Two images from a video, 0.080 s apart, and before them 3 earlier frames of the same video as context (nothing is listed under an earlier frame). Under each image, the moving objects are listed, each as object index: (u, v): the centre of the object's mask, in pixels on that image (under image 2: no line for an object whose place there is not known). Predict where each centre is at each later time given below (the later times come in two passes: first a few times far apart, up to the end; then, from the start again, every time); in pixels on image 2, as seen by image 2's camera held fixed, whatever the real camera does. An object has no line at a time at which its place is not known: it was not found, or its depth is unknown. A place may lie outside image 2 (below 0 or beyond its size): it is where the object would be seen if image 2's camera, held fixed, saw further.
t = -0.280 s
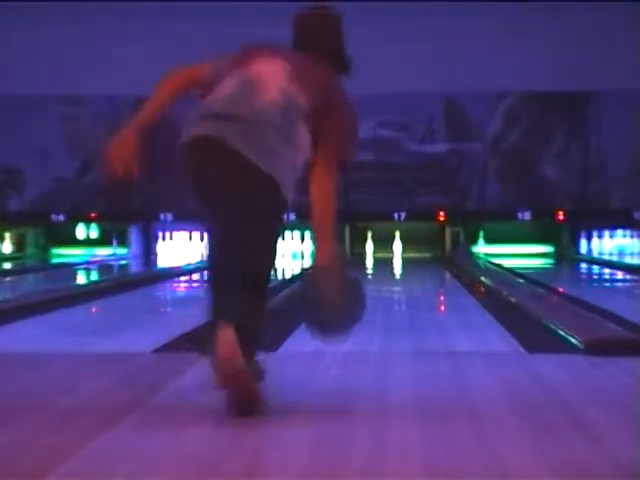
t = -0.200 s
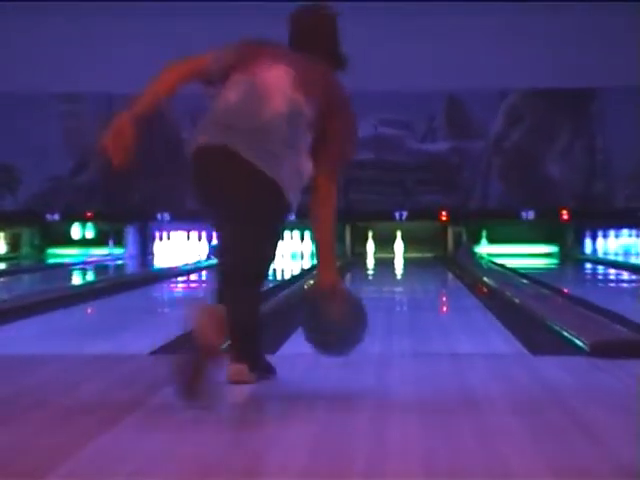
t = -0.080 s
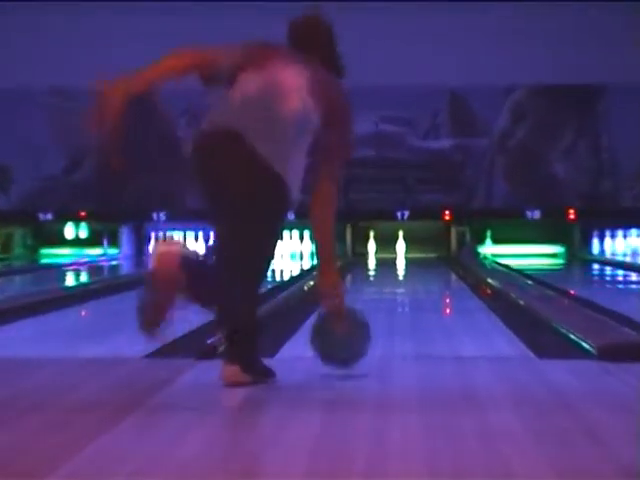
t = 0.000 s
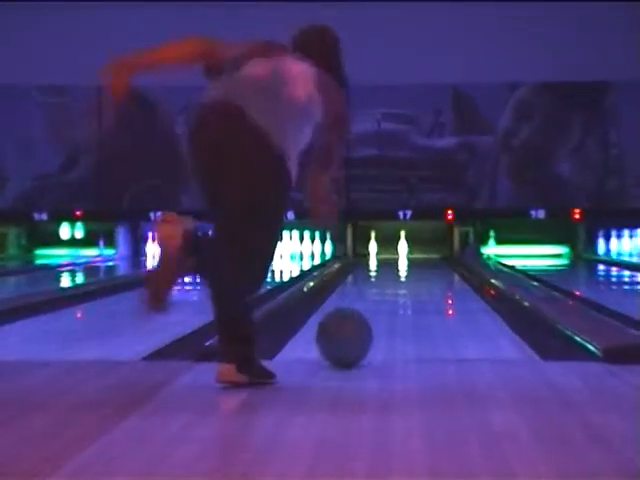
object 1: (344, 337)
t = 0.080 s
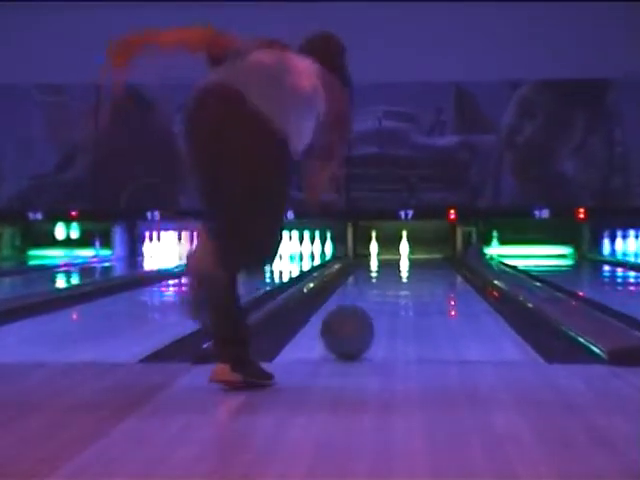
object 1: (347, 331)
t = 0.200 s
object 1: (351, 322)
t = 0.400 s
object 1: (355, 310)
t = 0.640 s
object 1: (359, 298)
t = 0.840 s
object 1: (362, 290)
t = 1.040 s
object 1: (365, 284)
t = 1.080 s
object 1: (365, 283)
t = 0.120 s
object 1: (349, 328)
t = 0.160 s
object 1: (350, 324)
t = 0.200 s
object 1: (351, 322)
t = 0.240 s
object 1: (352, 319)
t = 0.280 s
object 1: (353, 316)
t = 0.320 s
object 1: (353, 314)
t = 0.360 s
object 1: (354, 312)
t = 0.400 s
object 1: (355, 310)
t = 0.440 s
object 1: (356, 306)
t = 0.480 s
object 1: (356, 304)
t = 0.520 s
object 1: (358, 302)
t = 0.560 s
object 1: (358, 301)
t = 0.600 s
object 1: (359, 299)
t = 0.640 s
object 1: (359, 298)
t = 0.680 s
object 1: (360, 297)
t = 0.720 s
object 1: (360, 294)
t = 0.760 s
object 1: (361, 293)
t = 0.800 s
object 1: (362, 291)
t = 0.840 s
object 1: (362, 290)
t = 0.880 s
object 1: (362, 288)
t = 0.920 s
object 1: (363, 287)
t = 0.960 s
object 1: (364, 286)
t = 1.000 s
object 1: (364, 285)
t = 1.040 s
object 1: (365, 284)
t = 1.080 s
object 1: (365, 283)
